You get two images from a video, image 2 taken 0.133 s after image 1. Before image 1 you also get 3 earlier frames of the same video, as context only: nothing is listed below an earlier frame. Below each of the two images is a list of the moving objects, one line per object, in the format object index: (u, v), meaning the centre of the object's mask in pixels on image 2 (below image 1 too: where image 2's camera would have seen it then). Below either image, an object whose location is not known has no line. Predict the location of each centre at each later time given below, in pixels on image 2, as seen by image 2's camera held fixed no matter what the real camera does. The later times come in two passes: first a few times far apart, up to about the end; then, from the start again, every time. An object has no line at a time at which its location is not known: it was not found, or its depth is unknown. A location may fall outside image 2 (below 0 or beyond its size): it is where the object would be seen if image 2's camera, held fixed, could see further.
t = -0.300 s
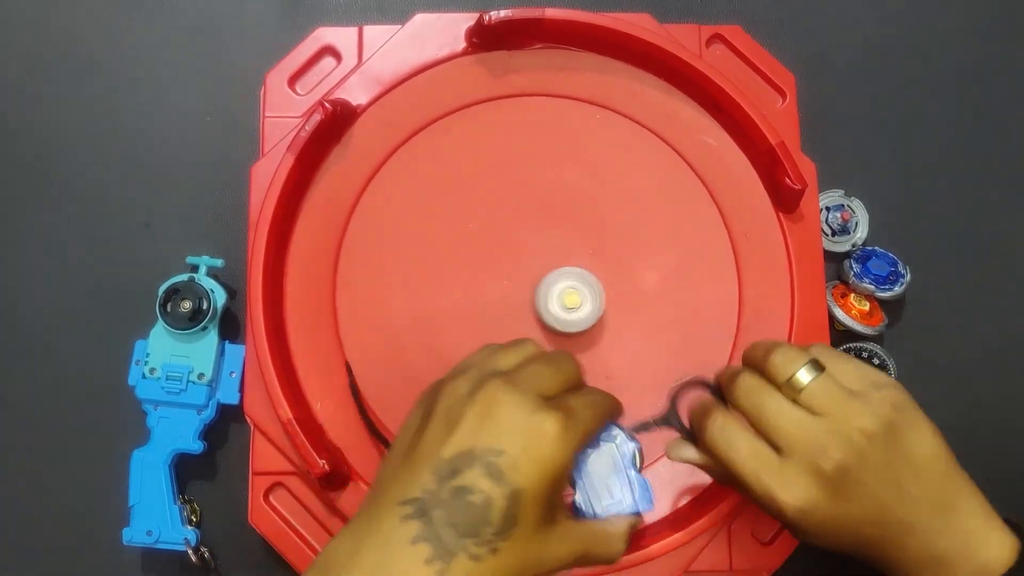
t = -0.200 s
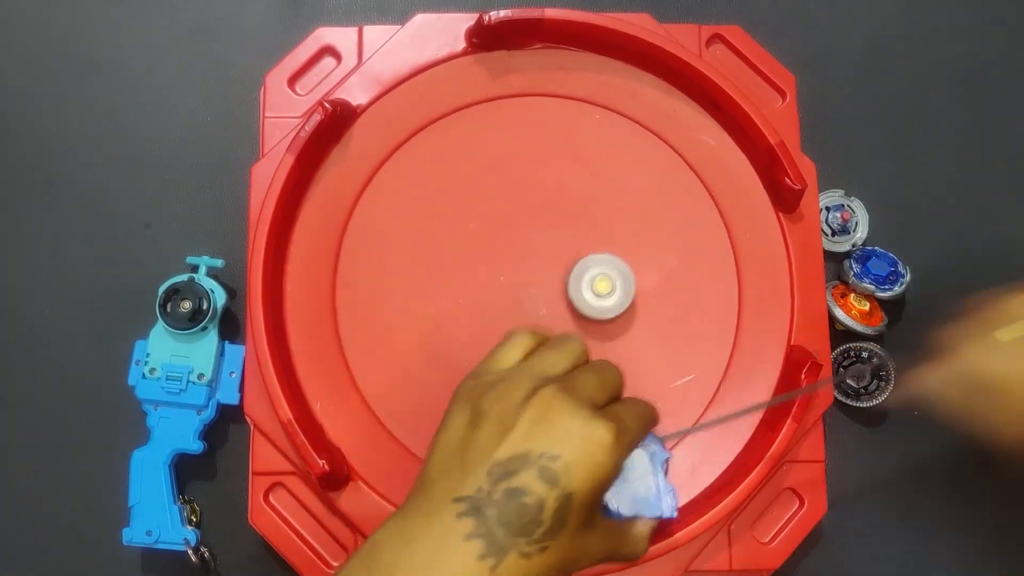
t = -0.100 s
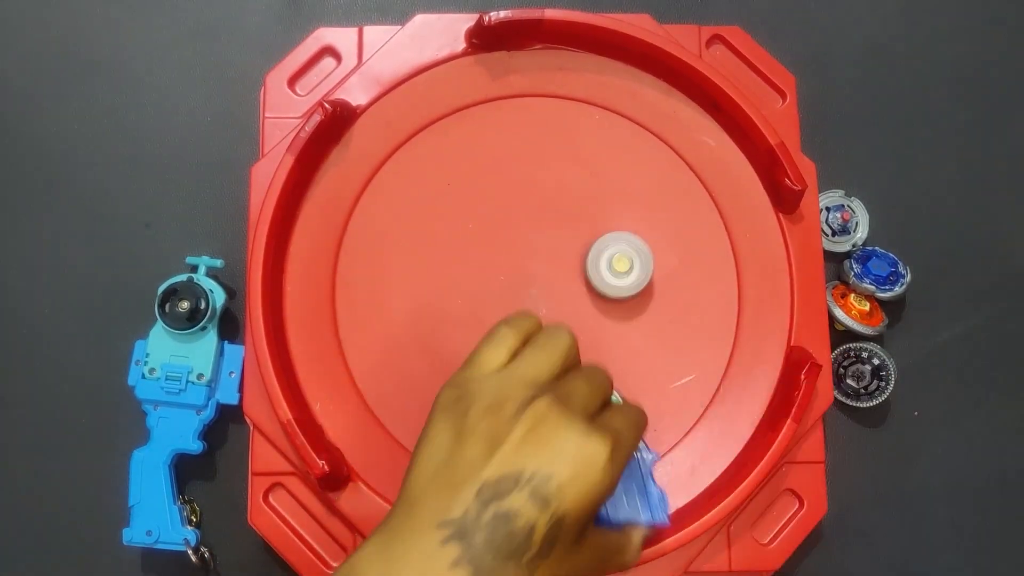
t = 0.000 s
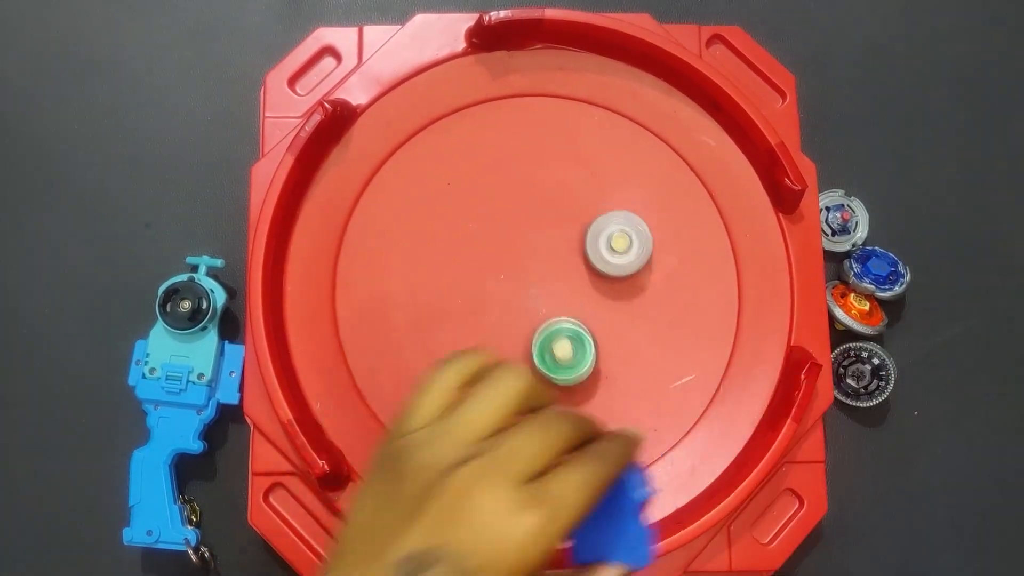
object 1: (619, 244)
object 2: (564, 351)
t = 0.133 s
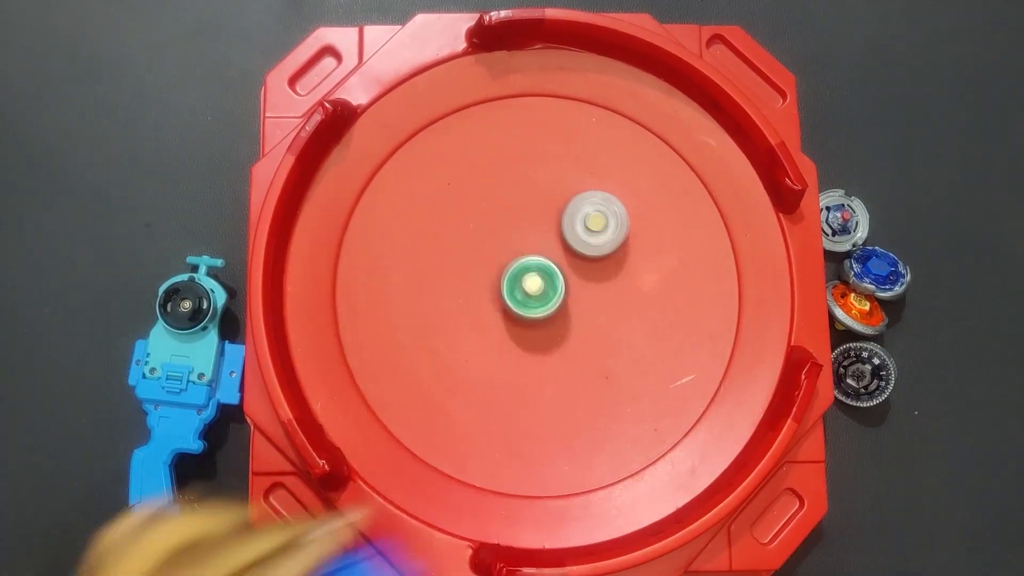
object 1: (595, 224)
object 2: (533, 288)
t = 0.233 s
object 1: (573, 227)
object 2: (508, 271)
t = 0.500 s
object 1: (530, 297)
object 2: (444, 340)
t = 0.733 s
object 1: (562, 338)
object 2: (501, 460)
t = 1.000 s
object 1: (573, 231)
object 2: (676, 422)
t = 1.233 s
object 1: (493, 104)
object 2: (671, 295)
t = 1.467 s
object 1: (414, 178)
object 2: (496, 202)
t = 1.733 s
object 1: (360, 277)
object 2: (420, 349)
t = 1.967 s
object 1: (392, 363)
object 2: (560, 432)
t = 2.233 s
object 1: (479, 392)
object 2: (630, 233)
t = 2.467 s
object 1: (536, 362)
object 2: (470, 152)
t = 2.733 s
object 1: (564, 308)
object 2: (349, 350)
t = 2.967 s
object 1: (570, 253)
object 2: (586, 434)
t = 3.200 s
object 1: (537, 236)
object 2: (710, 208)
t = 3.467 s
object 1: (529, 258)
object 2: (459, 106)
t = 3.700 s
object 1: (537, 284)
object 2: (367, 354)
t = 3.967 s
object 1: (550, 301)
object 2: (647, 456)
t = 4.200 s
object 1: (558, 299)
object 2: (724, 217)
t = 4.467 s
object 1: (547, 293)
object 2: (477, 108)
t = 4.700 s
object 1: (533, 299)
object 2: (358, 349)
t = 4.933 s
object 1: (528, 304)
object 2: (586, 481)
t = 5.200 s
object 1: (529, 296)
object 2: (737, 254)
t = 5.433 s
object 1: (522, 290)
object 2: (560, 92)
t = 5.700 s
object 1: (526, 285)
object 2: (337, 274)
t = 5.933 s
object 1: (534, 276)
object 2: (499, 471)
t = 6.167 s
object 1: (537, 267)
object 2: (712, 353)
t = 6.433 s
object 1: (535, 265)
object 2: (586, 96)
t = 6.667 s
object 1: (537, 274)
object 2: (376, 195)
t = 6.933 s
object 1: (541, 285)
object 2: (463, 442)
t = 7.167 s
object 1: (543, 294)
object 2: (692, 375)
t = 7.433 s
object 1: (541, 298)
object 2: (648, 129)
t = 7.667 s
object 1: (537, 300)
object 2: (424, 146)
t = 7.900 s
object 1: (532, 298)
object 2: (400, 379)
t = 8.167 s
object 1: (527, 295)
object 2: (659, 409)
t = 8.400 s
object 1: (528, 292)
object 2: (699, 200)
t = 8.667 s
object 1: (530, 284)
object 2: (470, 129)
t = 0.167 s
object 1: (588, 223)
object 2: (525, 279)
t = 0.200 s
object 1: (580, 225)
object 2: (516, 273)
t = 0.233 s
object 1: (573, 227)
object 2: (508, 271)
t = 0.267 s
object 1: (565, 232)
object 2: (500, 271)
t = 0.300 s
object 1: (557, 236)
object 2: (491, 273)
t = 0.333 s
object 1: (548, 242)
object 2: (483, 279)
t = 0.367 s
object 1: (540, 251)
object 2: (474, 285)
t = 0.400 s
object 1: (535, 261)
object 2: (464, 295)
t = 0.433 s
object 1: (532, 274)
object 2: (456, 307)
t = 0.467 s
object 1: (530, 286)
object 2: (449, 322)
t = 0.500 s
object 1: (530, 297)
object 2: (444, 340)
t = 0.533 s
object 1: (533, 305)
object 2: (441, 360)
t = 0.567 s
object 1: (537, 315)
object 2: (441, 379)
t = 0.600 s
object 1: (541, 323)
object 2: (445, 398)
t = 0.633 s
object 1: (545, 327)
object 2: (452, 417)
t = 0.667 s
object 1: (549, 331)
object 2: (464, 435)
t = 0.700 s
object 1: (555, 334)
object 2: (479, 449)
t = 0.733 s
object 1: (562, 338)
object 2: (501, 460)
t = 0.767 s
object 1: (569, 341)
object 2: (526, 464)
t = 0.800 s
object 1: (576, 341)
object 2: (551, 462)
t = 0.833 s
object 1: (583, 339)
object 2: (578, 451)
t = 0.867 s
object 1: (588, 336)
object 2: (600, 434)
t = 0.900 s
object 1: (593, 332)
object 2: (619, 410)
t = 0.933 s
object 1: (594, 319)
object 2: (633, 394)
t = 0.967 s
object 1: (584, 272)
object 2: (657, 412)
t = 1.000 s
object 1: (573, 231)
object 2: (676, 422)
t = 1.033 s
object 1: (562, 192)
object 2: (691, 423)
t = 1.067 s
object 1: (551, 161)
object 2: (698, 414)
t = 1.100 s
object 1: (540, 134)
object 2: (701, 399)
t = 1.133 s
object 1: (530, 117)
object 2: (698, 378)
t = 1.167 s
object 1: (519, 106)
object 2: (694, 353)
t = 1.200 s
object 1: (506, 102)
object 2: (685, 325)
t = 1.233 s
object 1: (493, 104)
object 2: (671, 295)
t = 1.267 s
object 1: (480, 112)
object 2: (652, 268)
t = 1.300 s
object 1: (468, 122)
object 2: (628, 244)
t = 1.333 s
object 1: (458, 135)
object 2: (601, 225)
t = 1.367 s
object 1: (450, 147)
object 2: (572, 210)
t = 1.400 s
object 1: (443, 160)
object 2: (543, 201)
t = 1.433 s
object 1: (437, 172)
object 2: (509, 195)
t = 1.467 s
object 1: (414, 178)
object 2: (496, 202)
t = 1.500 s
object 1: (392, 186)
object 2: (485, 215)
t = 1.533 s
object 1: (379, 195)
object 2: (473, 228)
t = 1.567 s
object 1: (370, 208)
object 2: (458, 245)
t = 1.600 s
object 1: (366, 221)
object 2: (445, 261)
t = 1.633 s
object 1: (363, 235)
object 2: (434, 281)
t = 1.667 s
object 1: (361, 250)
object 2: (424, 304)
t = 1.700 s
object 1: (360, 263)
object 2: (420, 326)
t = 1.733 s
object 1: (360, 277)
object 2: (420, 349)
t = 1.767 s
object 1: (361, 290)
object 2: (425, 373)
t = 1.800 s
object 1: (364, 303)
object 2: (437, 396)
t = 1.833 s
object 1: (367, 316)
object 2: (454, 415)
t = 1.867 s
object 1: (372, 329)
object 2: (477, 429)
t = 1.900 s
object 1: (377, 341)
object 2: (503, 437)
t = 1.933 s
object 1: (384, 353)
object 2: (531, 438)
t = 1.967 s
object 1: (392, 363)
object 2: (560, 432)
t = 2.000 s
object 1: (402, 373)
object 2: (586, 419)
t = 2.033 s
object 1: (413, 380)
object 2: (609, 400)
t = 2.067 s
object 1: (424, 387)
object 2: (628, 377)
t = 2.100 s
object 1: (437, 391)
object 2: (639, 350)
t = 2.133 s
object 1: (449, 394)
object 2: (645, 319)
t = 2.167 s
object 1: (459, 395)
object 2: (645, 288)
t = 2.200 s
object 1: (470, 394)
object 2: (640, 259)
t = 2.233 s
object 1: (479, 392)
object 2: (630, 233)
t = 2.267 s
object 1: (489, 390)
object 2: (615, 209)
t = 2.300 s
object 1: (498, 387)
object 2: (595, 189)
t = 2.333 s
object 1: (506, 383)
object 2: (573, 173)
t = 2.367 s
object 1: (514, 378)
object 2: (549, 162)
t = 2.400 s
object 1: (522, 374)
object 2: (523, 155)
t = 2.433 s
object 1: (529, 368)
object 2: (497, 151)
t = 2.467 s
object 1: (536, 362)
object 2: (470, 152)
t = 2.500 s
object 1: (542, 355)
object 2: (444, 159)
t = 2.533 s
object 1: (548, 348)
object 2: (417, 170)
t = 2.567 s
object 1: (553, 341)
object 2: (392, 186)
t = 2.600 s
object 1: (557, 334)
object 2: (369, 210)
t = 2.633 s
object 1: (559, 327)
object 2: (351, 240)
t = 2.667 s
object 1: (562, 320)
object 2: (342, 273)
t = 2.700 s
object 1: (563, 314)
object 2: (340, 312)
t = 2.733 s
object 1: (564, 308)
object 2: (349, 350)
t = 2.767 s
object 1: (565, 301)
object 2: (367, 385)
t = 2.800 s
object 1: (565, 293)
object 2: (394, 414)
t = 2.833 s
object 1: (567, 284)
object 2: (427, 435)
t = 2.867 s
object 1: (571, 275)
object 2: (466, 447)
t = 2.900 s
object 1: (574, 268)
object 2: (506, 451)
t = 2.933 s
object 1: (573, 261)
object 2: (547, 447)
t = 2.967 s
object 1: (570, 253)
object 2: (586, 434)
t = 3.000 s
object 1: (565, 245)
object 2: (623, 414)
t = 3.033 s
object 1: (561, 238)
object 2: (655, 387)
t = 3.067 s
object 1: (554, 235)
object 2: (679, 356)
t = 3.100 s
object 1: (550, 234)
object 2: (697, 321)
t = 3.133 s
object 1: (545, 234)
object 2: (708, 284)
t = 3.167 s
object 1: (541, 234)
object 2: (713, 247)
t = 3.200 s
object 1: (537, 236)
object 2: (710, 208)
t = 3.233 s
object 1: (533, 237)
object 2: (701, 171)
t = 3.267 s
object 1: (530, 240)
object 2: (682, 140)
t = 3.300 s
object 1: (527, 243)
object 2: (657, 114)
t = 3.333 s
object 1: (526, 244)
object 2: (625, 90)
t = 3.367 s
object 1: (524, 247)
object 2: (588, 76)
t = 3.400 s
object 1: (525, 250)
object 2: (545, 79)
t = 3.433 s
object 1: (527, 254)
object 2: (501, 88)
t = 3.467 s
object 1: (529, 258)
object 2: (459, 106)
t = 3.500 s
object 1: (529, 263)
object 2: (426, 129)
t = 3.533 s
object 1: (530, 268)
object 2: (398, 157)
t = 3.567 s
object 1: (531, 273)
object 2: (376, 192)
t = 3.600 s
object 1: (532, 276)
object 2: (361, 230)
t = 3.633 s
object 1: (533, 279)
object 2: (354, 270)
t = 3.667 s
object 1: (535, 282)
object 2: (356, 312)
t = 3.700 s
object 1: (537, 284)
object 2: (367, 354)
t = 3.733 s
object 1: (538, 286)
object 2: (385, 389)
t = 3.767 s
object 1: (539, 289)
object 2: (410, 420)
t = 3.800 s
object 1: (540, 292)
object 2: (442, 445)
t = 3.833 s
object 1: (542, 294)
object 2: (480, 463)
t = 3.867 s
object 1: (544, 296)
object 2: (521, 474)
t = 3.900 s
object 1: (546, 298)
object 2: (563, 476)
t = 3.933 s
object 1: (548, 299)
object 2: (607, 470)
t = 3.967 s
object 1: (550, 301)
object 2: (647, 456)
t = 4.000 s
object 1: (552, 302)
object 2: (682, 435)
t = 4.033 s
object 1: (555, 302)
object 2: (708, 404)
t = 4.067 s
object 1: (556, 303)
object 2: (726, 366)
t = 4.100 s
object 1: (558, 302)
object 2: (736, 326)
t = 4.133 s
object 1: (559, 302)
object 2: (741, 288)
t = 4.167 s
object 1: (559, 300)
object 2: (736, 252)
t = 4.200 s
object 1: (558, 299)
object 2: (724, 217)
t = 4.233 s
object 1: (557, 298)
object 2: (708, 185)
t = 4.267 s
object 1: (556, 297)
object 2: (686, 156)
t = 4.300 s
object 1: (554, 296)
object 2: (660, 132)
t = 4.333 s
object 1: (553, 294)
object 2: (629, 114)
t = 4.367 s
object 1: (551, 294)
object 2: (592, 101)
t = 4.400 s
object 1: (550, 293)
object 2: (553, 96)
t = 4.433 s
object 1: (548, 293)
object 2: (516, 98)
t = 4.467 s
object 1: (547, 293)
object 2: (477, 108)
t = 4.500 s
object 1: (545, 294)
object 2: (442, 126)
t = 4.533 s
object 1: (543, 294)
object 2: (412, 151)
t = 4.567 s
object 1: (542, 296)
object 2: (385, 183)
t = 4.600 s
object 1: (540, 296)
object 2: (365, 221)
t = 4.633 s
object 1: (538, 298)
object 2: (353, 263)
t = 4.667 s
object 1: (535, 298)
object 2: (351, 306)
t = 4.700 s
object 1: (533, 299)
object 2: (358, 349)
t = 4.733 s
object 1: (531, 300)
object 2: (374, 388)
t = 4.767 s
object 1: (530, 301)
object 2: (399, 422)
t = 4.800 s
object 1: (529, 302)
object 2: (431, 451)
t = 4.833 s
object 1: (528, 303)
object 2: (467, 470)
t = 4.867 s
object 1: (528, 303)
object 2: (506, 482)
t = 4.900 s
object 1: (528, 303)
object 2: (546, 486)
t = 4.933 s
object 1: (528, 304)
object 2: (586, 481)
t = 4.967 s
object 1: (529, 304)
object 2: (627, 469)
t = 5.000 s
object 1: (530, 303)
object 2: (661, 450)
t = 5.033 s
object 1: (530, 303)
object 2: (690, 425)
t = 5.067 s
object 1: (530, 302)
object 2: (712, 395)
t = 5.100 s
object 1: (530, 300)
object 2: (728, 361)
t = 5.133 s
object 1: (530, 299)
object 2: (738, 324)
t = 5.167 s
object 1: (529, 298)
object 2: (741, 289)
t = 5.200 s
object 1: (529, 296)
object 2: (737, 254)
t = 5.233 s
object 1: (528, 295)
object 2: (727, 220)
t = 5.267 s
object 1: (527, 293)
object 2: (710, 187)
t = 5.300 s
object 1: (526, 292)
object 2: (688, 158)
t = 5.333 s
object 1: (525, 291)
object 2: (662, 133)
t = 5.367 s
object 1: (523, 291)
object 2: (632, 114)
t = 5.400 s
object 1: (522, 290)
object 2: (596, 99)
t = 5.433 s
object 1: (522, 290)
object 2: (560, 92)
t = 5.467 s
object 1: (521, 289)
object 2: (523, 91)
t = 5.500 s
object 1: (522, 289)
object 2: (483, 99)
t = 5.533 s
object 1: (522, 288)
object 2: (446, 113)
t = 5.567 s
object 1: (522, 288)
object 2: (413, 135)
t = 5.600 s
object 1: (523, 287)
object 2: (385, 164)
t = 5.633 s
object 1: (525, 286)
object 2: (362, 197)
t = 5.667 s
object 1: (526, 286)
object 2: (346, 234)
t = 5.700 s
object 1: (526, 285)
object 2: (337, 274)
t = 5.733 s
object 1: (528, 285)
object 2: (339, 316)
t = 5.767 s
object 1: (529, 284)
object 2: (348, 355)
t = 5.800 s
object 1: (530, 282)
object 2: (367, 390)
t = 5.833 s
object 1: (530, 280)
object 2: (394, 420)
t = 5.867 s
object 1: (532, 278)
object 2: (425, 445)
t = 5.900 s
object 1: (533, 277)
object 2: (461, 462)
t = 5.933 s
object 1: (534, 276)
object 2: (499, 471)
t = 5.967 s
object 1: (535, 274)
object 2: (539, 473)
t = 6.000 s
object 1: (536, 273)
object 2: (578, 468)
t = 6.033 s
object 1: (536, 272)
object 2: (614, 455)
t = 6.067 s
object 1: (536, 270)
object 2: (646, 437)
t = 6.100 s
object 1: (537, 269)
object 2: (674, 413)
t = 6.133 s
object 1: (537, 268)
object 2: (697, 384)
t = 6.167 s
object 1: (537, 267)
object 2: (712, 353)
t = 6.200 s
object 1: (538, 266)
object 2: (726, 284)
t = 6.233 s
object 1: (537, 266)
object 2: (723, 249)
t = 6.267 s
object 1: (537, 265)
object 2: (713, 214)
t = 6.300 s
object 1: (537, 265)
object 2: (698, 183)
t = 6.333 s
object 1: (536, 265)
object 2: (678, 154)
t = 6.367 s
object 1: (536, 265)
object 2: (651, 129)
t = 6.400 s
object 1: (535, 265)
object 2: (619, 109)
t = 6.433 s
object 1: (535, 265)
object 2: (586, 96)
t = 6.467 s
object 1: (535, 267)
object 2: (552, 92)
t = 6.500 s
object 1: (535, 267)
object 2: (514, 94)
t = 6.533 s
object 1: (536, 269)
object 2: (479, 103)
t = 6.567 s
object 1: (536, 270)
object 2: (448, 118)
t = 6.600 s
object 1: (536, 271)
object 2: (418, 140)
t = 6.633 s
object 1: (537, 272)
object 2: (396, 165)
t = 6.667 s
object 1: (537, 274)
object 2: (376, 195)
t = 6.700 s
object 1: (537, 275)
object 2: (362, 228)
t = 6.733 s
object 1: (538, 276)
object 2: (355, 265)
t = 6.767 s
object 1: (538, 277)
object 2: (355, 302)
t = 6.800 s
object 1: (539, 279)
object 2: (363, 337)
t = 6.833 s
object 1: (540, 281)
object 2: (378, 370)
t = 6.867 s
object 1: (540, 282)
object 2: (400, 399)
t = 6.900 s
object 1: (541, 284)
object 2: (429, 424)
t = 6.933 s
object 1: (541, 285)
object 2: (463, 442)
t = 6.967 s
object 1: (541, 286)
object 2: (500, 453)
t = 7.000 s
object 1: (542, 288)
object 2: (538, 456)
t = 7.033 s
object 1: (542, 290)
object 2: (575, 453)
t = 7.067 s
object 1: (541, 291)
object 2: (610, 442)
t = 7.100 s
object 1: (542, 291)
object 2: (643, 425)
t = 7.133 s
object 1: (543, 293)
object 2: (670, 403)
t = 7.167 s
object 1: (543, 294)
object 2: (692, 375)
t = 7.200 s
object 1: (543, 295)
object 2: (708, 344)
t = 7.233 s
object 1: (543, 295)
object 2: (718, 310)
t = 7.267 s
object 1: (543, 296)
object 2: (722, 277)
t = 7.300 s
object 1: (542, 296)
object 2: (719, 243)
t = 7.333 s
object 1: (542, 296)
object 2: (710, 210)
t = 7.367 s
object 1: (542, 297)
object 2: (695, 180)
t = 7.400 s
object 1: (541, 298)
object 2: (674, 152)
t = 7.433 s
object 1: (541, 298)
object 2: (648, 129)
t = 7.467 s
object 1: (540, 299)
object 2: (618, 112)
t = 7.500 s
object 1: (539, 300)
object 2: (585, 101)
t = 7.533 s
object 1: (539, 300)
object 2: (548, 96)
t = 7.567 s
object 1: (539, 300)
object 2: (514, 98)
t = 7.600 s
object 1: (538, 300)
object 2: (482, 107)
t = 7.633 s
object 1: (538, 299)
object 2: (450, 124)
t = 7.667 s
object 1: (537, 300)
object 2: (424, 146)
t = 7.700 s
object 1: (537, 300)
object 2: (401, 174)
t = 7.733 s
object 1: (536, 299)
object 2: (383, 205)
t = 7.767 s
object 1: (535, 299)
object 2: (372, 239)
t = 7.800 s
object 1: (535, 299)
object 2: (368, 274)
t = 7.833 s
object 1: (534, 298)
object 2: (371, 311)
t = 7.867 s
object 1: (533, 298)
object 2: (382, 347)
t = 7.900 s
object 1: (532, 298)
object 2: (400, 379)
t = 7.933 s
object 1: (532, 297)
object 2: (426, 407)
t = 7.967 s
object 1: (531, 297)
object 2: (455, 429)
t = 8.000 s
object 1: (530, 297)
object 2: (490, 443)
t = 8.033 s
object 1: (529, 296)
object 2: (527, 450)
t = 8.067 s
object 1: (528, 296)
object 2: (564, 450)
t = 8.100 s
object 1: (528, 296)
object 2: (598, 443)
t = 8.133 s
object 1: (527, 295)
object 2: (631, 429)
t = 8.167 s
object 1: (527, 295)
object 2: (659, 409)
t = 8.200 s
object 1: (527, 295)
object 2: (683, 385)
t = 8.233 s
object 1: (526, 295)
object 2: (701, 357)
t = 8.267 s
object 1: (526, 295)
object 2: (713, 325)
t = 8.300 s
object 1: (526, 294)
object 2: (719, 293)
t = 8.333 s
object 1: (527, 293)
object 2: (719, 262)
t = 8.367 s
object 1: (527, 293)
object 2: (712, 230)
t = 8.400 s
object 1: (528, 292)
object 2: (699, 200)
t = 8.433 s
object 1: (528, 292)
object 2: (681, 173)
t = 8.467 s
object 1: (528, 290)
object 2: (658, 150)
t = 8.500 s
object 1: (528, 289)
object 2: (631, 131)
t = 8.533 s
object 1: (529, 288)
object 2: (599, 117)
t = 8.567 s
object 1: (529, 287)
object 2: (565, 111)
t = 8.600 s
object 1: (530, 286)
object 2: (533, 111)
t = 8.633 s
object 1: (530, 285)
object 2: (500, 117)
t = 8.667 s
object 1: (530, 284)
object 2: (470, 129)
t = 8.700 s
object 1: (530, 283)
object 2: (443, 146)
